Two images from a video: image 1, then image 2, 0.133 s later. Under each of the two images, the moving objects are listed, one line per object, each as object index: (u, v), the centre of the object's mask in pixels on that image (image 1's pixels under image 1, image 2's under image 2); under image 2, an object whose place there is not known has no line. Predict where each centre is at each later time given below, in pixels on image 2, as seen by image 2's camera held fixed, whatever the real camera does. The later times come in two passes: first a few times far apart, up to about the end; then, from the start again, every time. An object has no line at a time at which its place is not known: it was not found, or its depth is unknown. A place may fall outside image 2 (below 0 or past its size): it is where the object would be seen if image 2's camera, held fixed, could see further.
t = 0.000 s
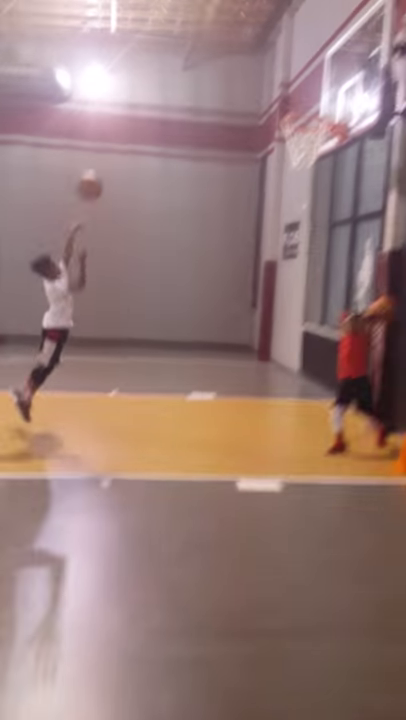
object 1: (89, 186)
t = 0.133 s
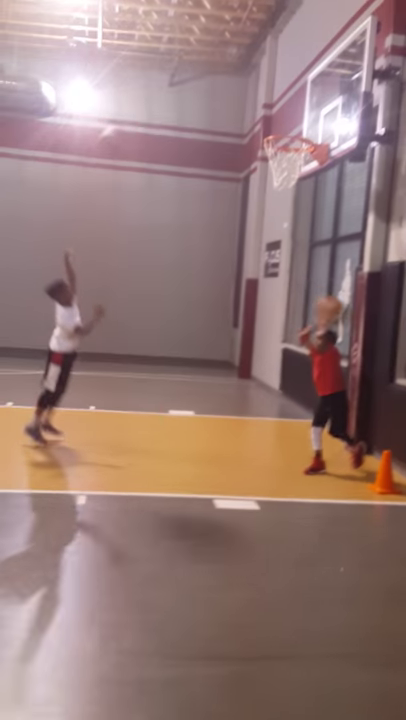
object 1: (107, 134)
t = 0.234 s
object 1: (137, 112)
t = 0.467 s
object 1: (193, 83)
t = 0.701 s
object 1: (244, 109)
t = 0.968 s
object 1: (258, 124)
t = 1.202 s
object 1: (256, 171)
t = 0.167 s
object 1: (119, 128)
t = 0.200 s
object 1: (128, 120)
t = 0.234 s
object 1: (137, 112)
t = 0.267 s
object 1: (145, 104)
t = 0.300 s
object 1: (153, 99)
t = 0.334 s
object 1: (161, 93)
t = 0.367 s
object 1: (169, 89)
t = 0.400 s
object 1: (178, 86)
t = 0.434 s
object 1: (184, 84)
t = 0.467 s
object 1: (193, 83)
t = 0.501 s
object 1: (200, 83)
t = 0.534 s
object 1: (208, 85)
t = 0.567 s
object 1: (216, 87)
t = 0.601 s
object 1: (222, 91)
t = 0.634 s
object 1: (228, 96)
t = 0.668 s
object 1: (234, 101)
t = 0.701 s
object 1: (244, 109)
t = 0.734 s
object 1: (253, 118)
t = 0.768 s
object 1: (256, 125)
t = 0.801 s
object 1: (258, 124)
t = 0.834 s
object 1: (258, 124)
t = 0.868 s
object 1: (258, 123)
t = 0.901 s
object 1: (259, 123)
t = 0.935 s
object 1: (259, 123)
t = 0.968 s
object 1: (258, 124)
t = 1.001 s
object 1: (257, 127)
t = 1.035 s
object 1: (256, 133)
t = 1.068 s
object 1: (255, 139)
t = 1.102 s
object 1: (254, 147)
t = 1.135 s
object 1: (255, 154)
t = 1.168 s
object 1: (256, 161)
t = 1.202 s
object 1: (256, 171)
